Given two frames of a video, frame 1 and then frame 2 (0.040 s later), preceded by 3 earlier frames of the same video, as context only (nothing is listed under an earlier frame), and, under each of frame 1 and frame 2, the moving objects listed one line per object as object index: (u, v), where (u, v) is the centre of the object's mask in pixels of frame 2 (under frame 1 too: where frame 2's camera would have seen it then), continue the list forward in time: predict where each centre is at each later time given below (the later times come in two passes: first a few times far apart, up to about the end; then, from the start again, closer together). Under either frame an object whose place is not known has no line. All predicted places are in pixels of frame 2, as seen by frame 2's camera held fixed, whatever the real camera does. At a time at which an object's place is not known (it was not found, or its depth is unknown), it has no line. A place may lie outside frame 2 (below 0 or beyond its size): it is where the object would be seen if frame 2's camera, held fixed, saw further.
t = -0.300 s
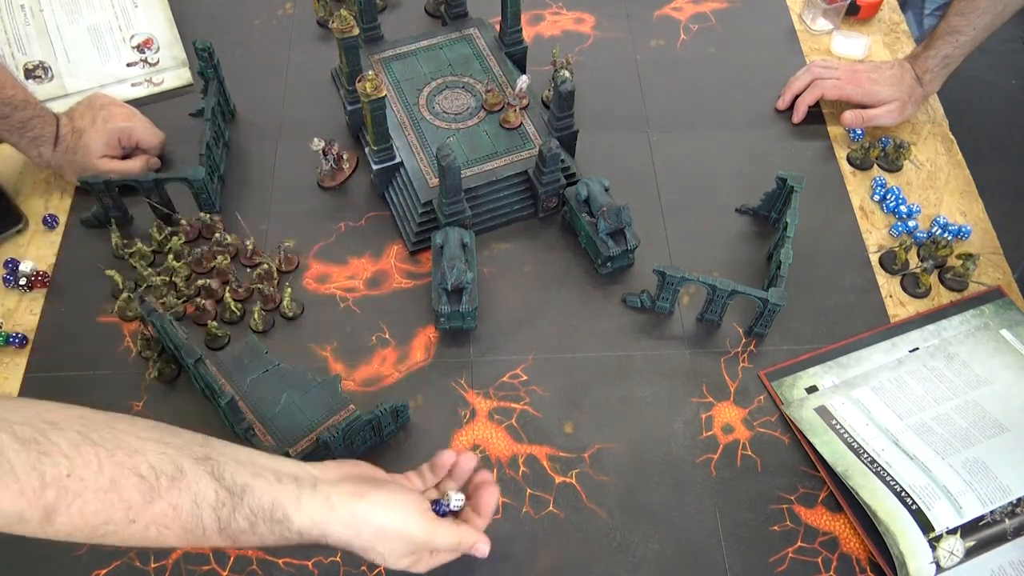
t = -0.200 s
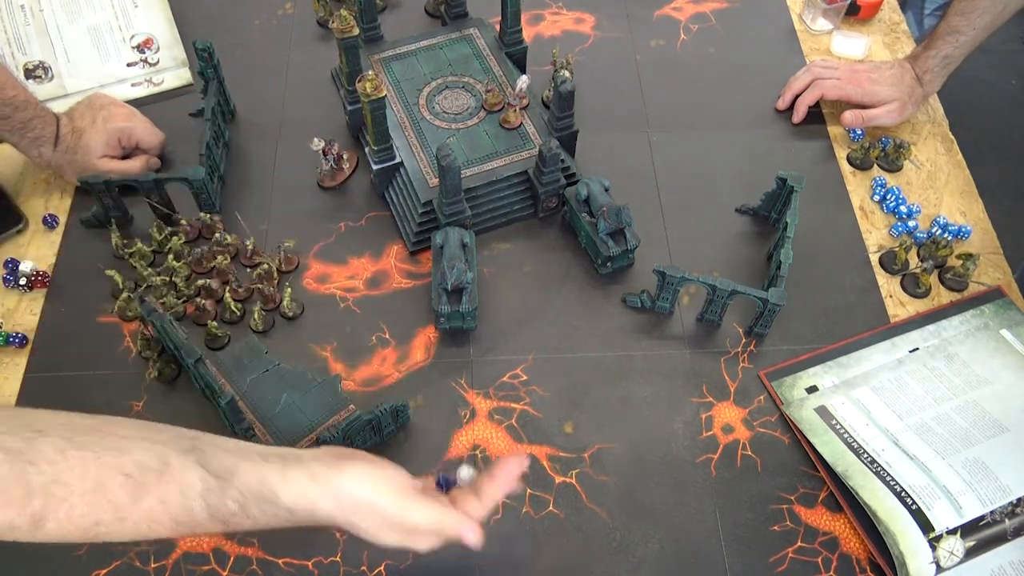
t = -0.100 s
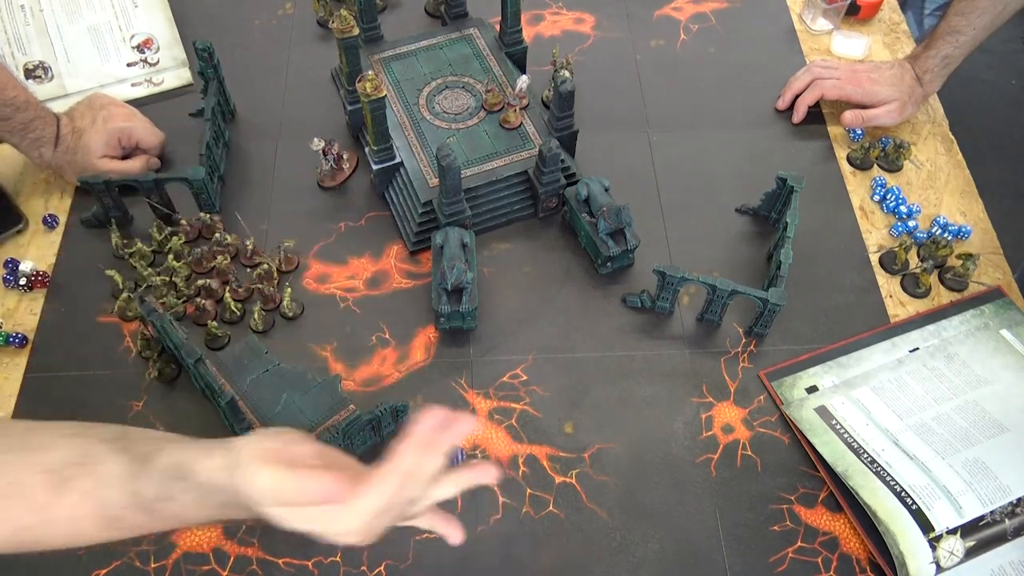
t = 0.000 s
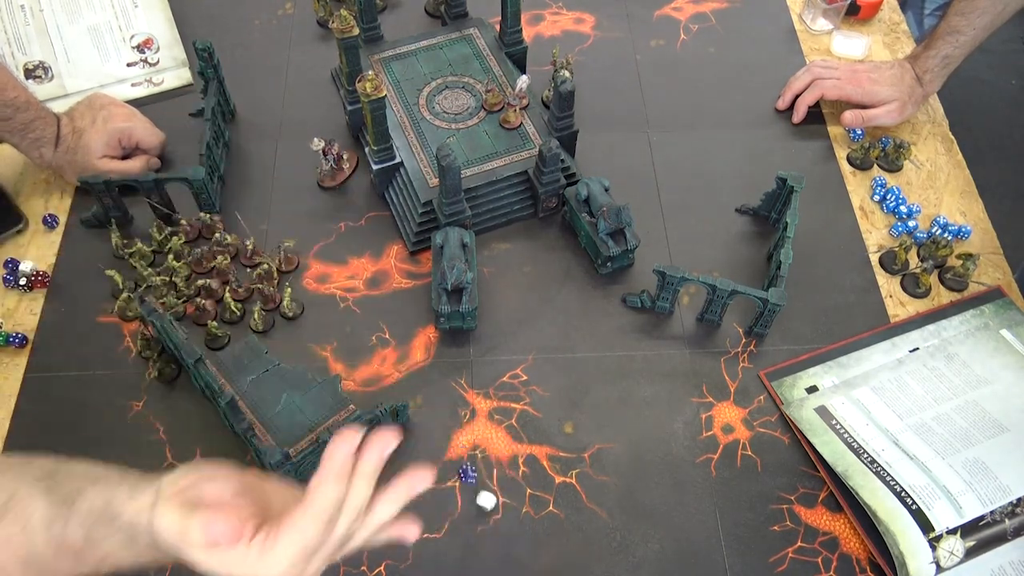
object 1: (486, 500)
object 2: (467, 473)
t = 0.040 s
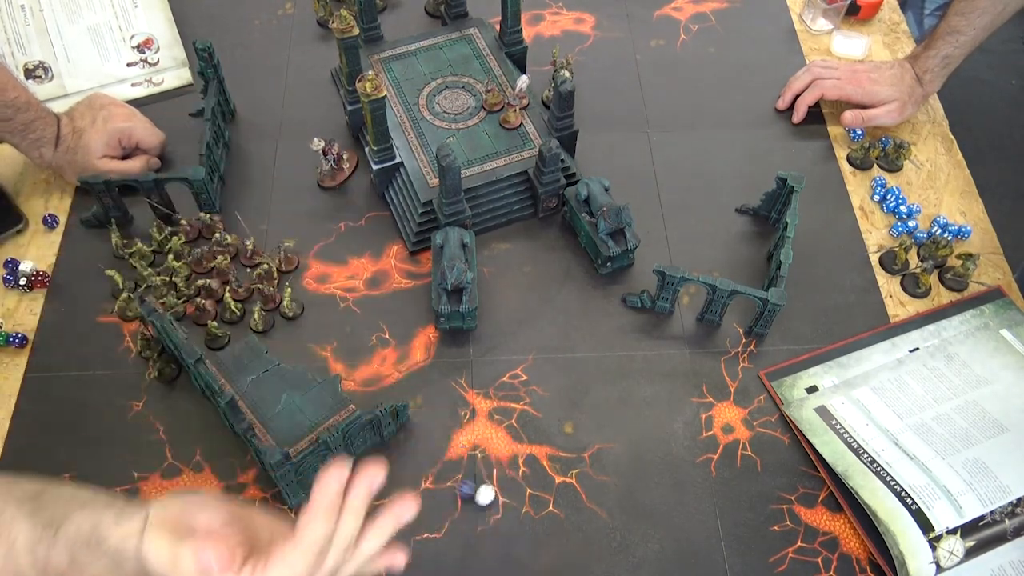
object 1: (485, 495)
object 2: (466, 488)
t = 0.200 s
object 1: (508, 471)
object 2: (374, 452)
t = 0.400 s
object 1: (541, 488)
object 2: (368, 521)
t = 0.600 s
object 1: (531, 525)
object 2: (335, 548)
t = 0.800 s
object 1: (498, 525)
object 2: (298, 545)
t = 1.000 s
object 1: (506, 508)
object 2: (283, 519)
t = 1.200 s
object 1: (520, 524)
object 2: (266, 509)
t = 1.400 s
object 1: (501, 531)
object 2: (266, 509)
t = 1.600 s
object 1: (501, 522)
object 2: (266, 509)
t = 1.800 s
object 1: (512, 527)
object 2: (266, 509)
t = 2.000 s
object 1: (516, 545)
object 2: (266, 509)
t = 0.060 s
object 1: (488, 491)
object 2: (453, 483)
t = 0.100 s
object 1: (494, 484)
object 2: (431, 475)
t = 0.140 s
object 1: (498, 477)
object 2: (407, 467)
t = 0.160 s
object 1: (501, 475)
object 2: (395, 460)
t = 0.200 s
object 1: (508, 471)
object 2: (374, 452)
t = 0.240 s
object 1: (515, 470)
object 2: (373, 467)
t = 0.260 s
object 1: (520, 471)
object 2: (373, 477)
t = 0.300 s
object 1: (528, 474)
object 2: (372, 493)
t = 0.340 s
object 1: (534, 478)
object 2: (372, 506)
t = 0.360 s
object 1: (537, 481)
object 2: (371, 511)
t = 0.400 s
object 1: (541, 488)
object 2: (368, 521)
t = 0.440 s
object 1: (544, 496)
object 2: (362, 529)
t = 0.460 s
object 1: (544, 500)
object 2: (360, 532)
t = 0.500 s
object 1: (543, 508)
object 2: (353, 537)
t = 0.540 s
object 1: (540, 515)
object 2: (347, 542)
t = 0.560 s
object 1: (537, 520)
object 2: (343, 543)
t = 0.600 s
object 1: (531, 525)
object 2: (335, 548)
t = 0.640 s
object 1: (524, 528)
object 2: (327, 550)
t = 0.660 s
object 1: (521, 529)
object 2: (322, 551)
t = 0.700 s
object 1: (513, 530)
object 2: (315, 551)
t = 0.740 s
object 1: (506, 529)
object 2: (308, 549)
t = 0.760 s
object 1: (503, 528)
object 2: (305, 548)
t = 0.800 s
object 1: (498, 525)
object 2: (298, 545)
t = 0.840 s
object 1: (495, 520)
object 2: (293, 540)
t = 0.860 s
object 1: (494, 518)
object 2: (291, 536)
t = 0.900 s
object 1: (496, 513)
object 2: (288, 532)
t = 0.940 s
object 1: (499, 510)
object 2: (285, 527)
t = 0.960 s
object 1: (501, 510)
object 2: (284, 525)
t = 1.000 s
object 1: (506, 508)
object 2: (283, 519)
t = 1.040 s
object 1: (511, 509)
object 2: (282, 512)
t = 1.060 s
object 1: (513, 509)
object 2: (280, 510)
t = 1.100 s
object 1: (517, 512)
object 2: (271, 509)
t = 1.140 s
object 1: (520, 516)
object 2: (266, 509)
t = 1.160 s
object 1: (520, 520)
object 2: (266, 509)
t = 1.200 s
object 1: (520, 524)
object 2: (266, 509)
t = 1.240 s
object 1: (517, 528)
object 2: (266, 509)
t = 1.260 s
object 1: (516, 530)
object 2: (266, 509)
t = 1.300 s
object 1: (511, 532)
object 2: (266, 509)
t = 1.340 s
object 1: (507, 533)
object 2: (266, 509)
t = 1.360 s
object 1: (506, 533)
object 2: (266, 509)
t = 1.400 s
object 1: (501, 531)
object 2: (266, 509)
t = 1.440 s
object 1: (499, 529)
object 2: (266, 509)
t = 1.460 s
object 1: (498, 528)
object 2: (266, 509)
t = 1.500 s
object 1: (498, 526)
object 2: (266, 509)
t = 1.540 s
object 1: (498, 524)
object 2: (266, 509)
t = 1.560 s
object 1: (498, 523)
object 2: (266, 509)
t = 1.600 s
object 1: (501, 522)
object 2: (266, 509)
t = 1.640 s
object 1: (503, 519)
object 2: (266, 509)
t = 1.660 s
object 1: (504, 518)
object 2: (266, 509)
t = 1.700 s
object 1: (507, 518)
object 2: (266, 509)
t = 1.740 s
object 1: (510, 520)
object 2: (266, 509)
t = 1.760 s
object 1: (511, 522)
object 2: (266, 509)
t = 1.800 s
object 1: (512, 527)
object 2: (266, 509)
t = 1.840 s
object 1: (513, 531)
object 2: (266, 509)
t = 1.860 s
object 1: (513, 532)
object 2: (266, 509)
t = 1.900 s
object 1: (515, 535)
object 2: (266, 509)
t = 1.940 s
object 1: (516, 541)
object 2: (266, 509)
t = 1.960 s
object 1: (516, 543)
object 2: (266, 509)
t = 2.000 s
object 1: (516, 545)
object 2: (266, 509)
